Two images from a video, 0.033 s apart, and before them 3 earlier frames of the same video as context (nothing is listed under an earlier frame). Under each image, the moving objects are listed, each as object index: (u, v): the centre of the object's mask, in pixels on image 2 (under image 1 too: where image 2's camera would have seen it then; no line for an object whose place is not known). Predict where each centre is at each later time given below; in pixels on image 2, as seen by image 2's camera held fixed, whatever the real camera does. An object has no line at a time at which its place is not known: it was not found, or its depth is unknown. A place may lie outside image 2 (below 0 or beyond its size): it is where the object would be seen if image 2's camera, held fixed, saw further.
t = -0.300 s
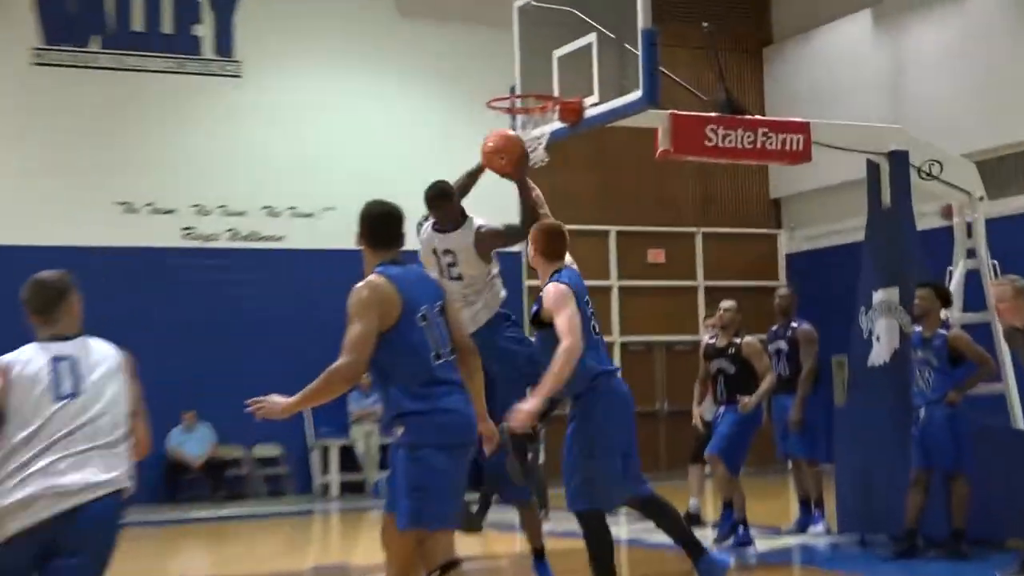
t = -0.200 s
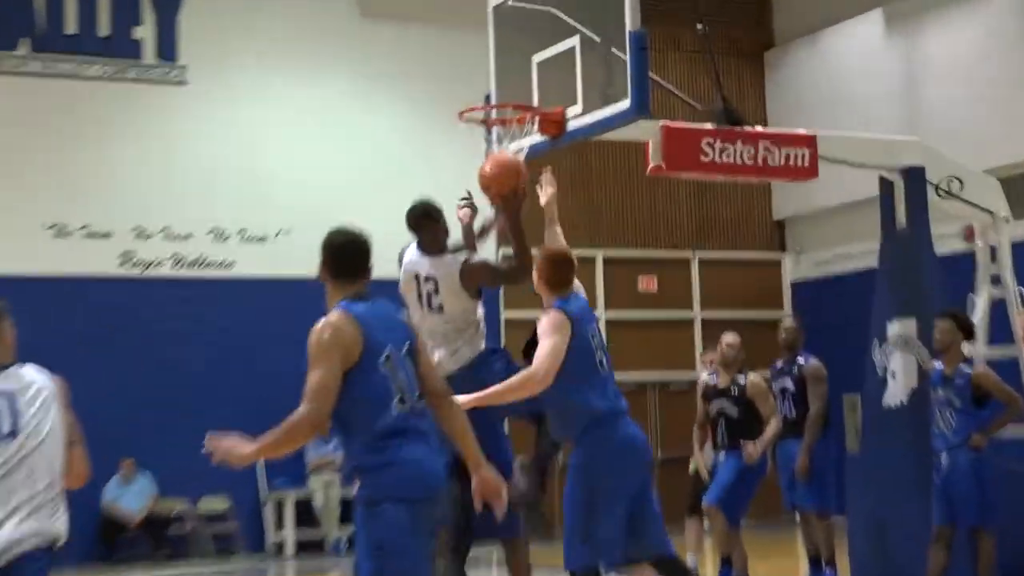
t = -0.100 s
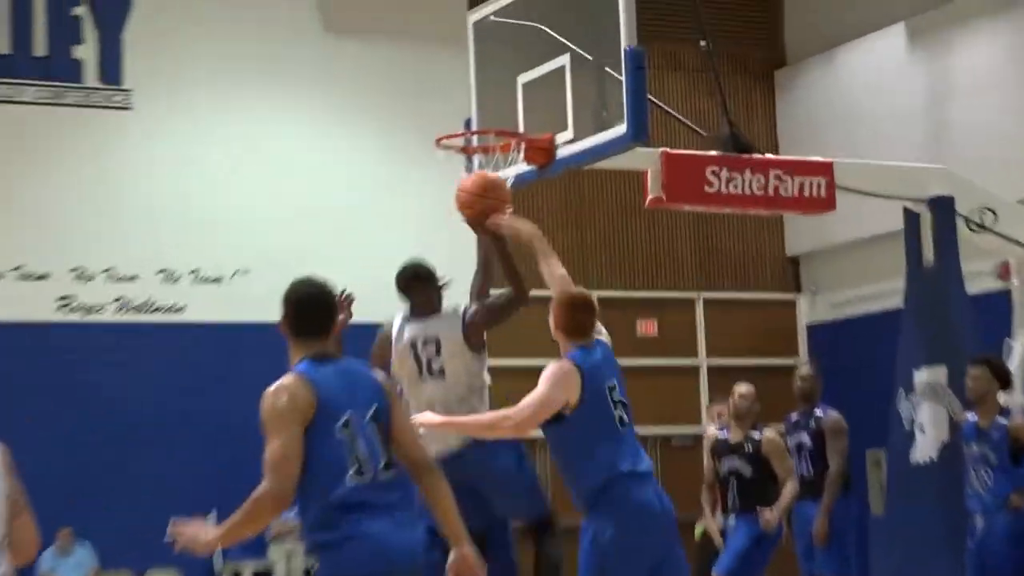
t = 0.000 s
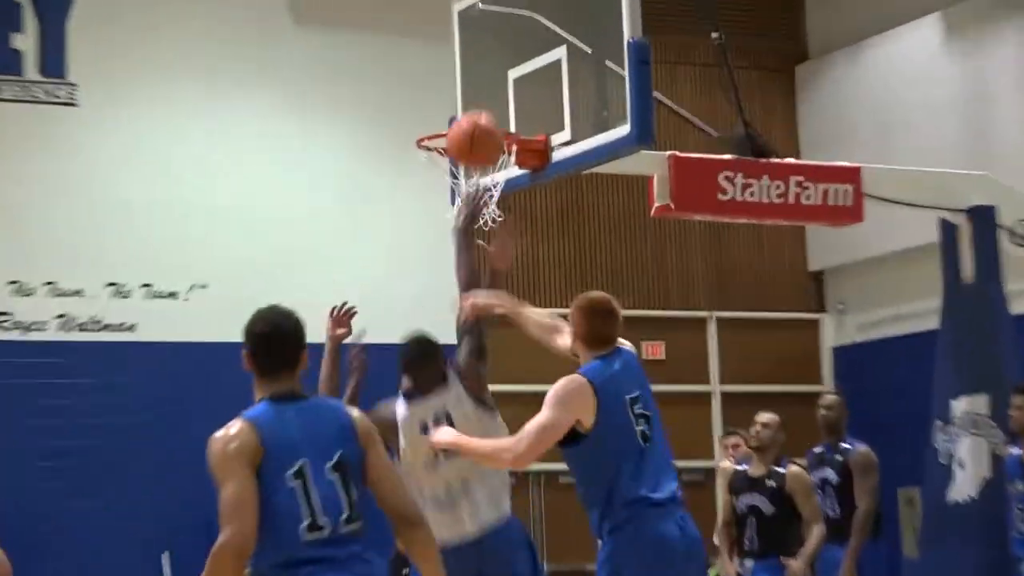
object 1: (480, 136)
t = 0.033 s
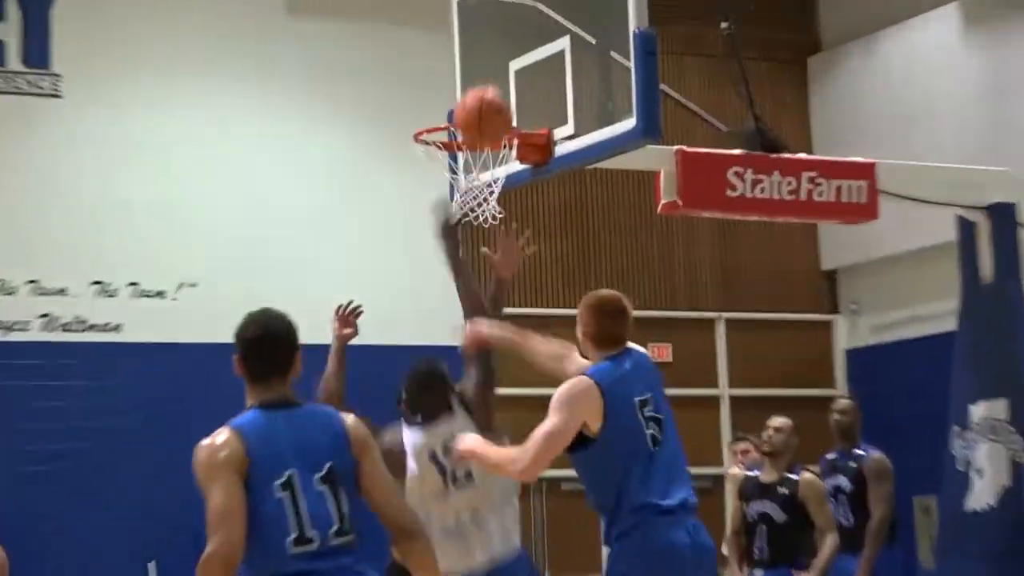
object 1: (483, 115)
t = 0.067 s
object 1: (487, 98)
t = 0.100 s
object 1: (490, 80)
